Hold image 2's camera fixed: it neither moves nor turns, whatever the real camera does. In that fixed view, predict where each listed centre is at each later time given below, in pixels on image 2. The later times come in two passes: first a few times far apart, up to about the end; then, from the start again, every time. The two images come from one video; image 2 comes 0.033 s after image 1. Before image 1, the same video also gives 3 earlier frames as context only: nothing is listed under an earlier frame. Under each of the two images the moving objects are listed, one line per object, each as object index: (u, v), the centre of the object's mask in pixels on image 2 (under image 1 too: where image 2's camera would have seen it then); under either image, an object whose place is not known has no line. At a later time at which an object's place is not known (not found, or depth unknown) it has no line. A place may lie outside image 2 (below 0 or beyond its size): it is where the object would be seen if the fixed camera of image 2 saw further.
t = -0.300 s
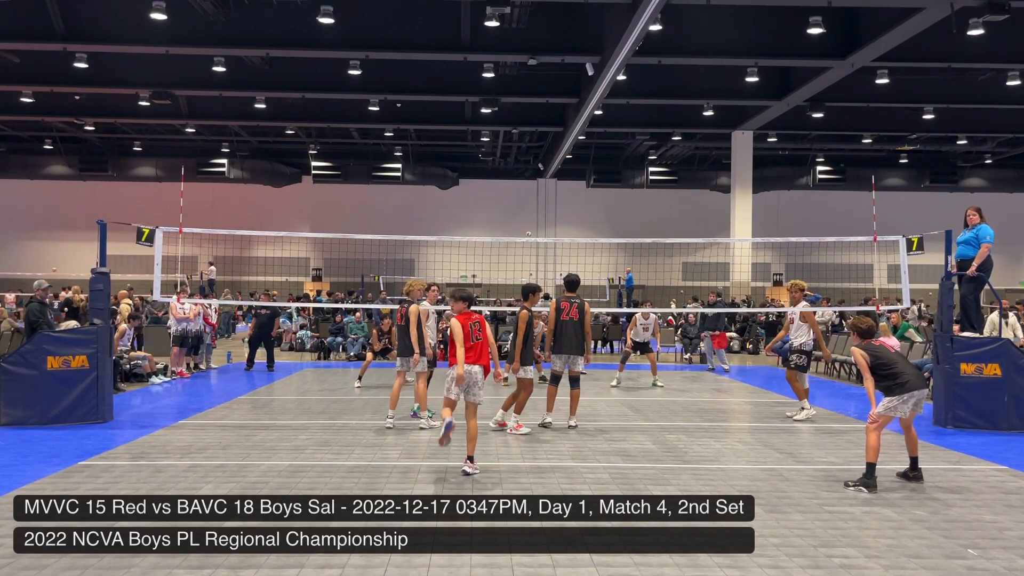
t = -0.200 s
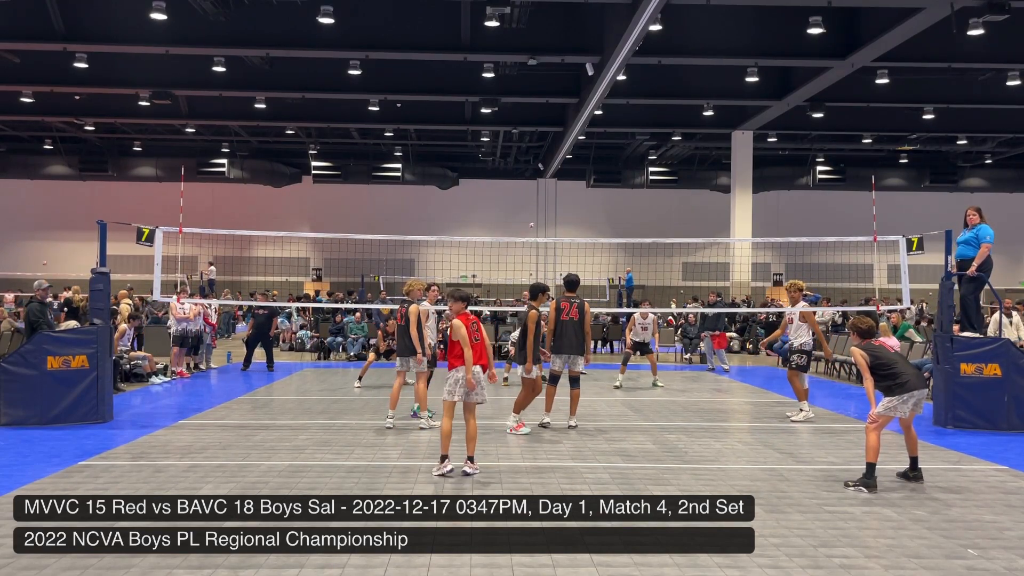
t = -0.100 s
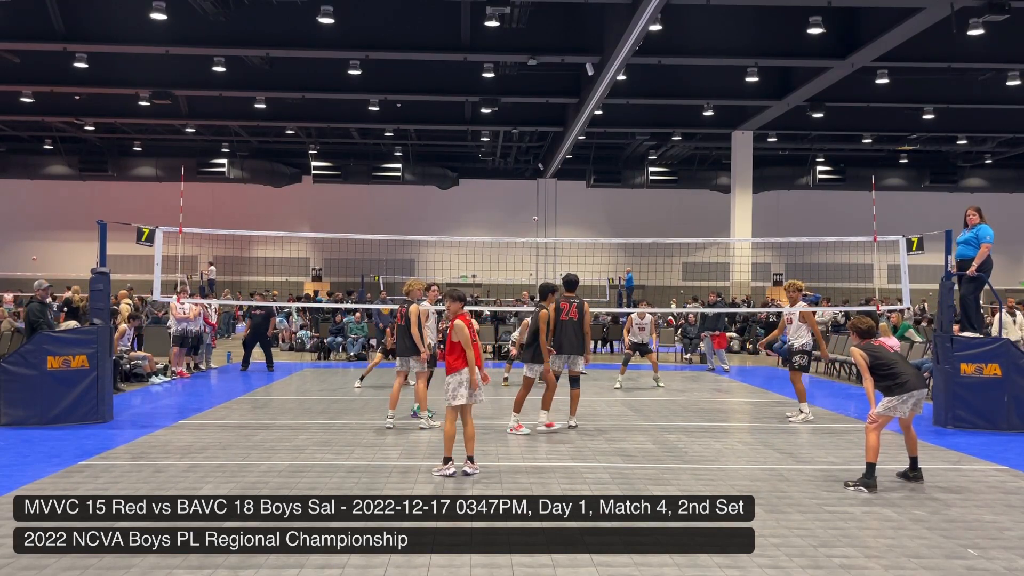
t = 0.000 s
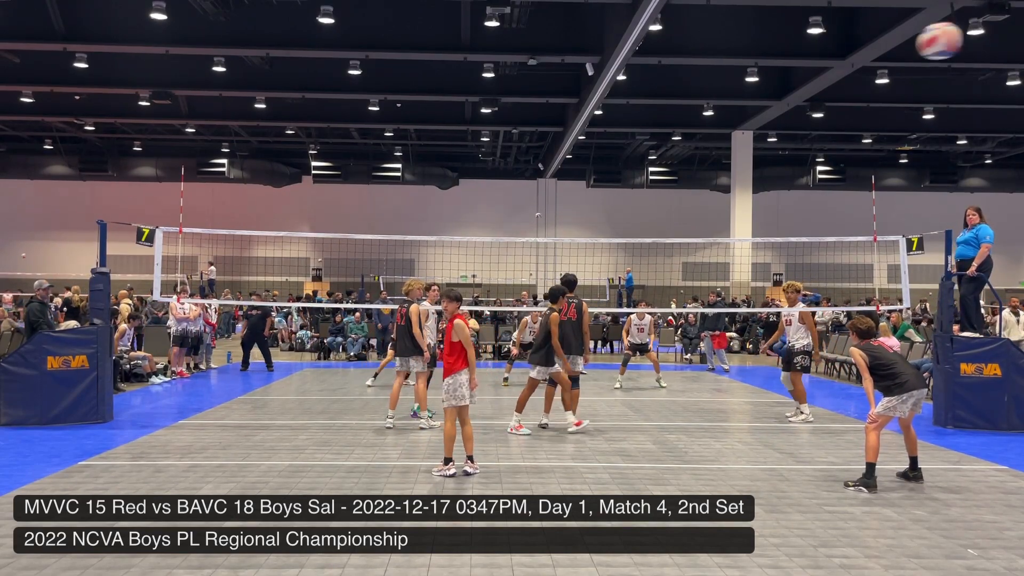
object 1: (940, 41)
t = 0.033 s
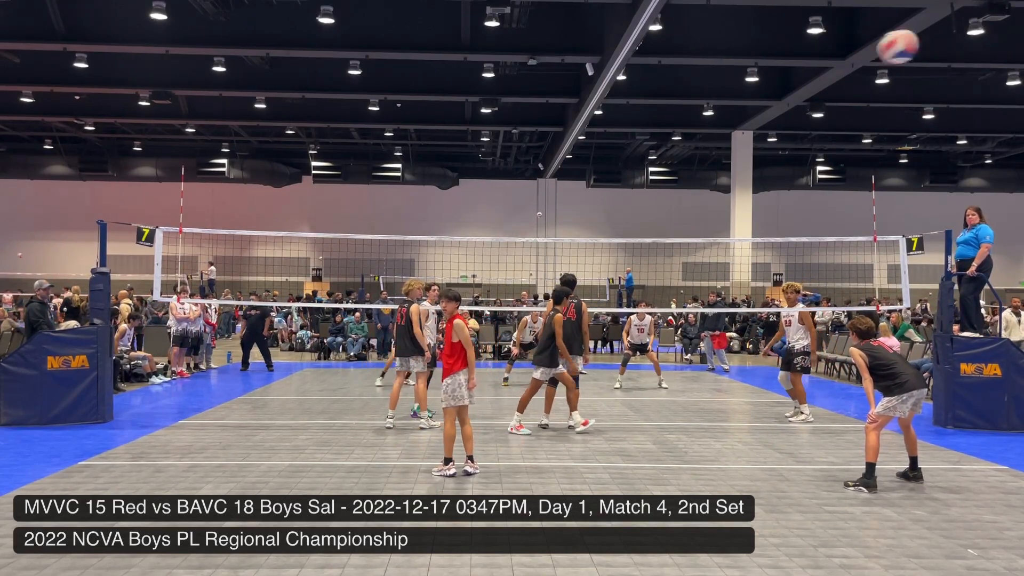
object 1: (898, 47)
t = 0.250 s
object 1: (735, 90)
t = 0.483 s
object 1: (652, 152)
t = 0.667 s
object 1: (610, 203)
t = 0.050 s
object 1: (879, 50)
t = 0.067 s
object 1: (862, 53)
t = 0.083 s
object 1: (846, 56)
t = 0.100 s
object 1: (832, 59)
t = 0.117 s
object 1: (818, 62)
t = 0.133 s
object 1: (805, 65)
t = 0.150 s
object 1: (793, 69)
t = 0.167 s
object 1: (782, 72)
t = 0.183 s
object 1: (771, 76)
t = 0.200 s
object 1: (761, 80)
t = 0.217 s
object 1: (752, 83)
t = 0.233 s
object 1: (742, 87)
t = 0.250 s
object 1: (735, 90)
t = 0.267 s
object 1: (727, 95)
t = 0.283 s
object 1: (719, 99)
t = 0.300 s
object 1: (713, 102)
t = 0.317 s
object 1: (706, 108)
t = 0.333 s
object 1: (699, 112)
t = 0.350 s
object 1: (693, 116)
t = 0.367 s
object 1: (688, 121)
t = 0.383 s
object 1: (682, 125)
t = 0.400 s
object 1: (677, 130)
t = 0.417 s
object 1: (671, 135)
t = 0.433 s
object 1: (666, 139)
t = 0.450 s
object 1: (662, 143)
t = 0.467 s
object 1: (657, 148)
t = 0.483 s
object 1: (652, 152)
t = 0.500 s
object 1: (648, 157)
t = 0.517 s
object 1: (643, 161)
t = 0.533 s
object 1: (639, 166)
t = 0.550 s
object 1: (635, 171)
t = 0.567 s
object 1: (631, 175)
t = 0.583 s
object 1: (627, 180)
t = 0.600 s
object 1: (624, 184)
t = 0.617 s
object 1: (620, 188)
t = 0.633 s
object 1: (617, 193)
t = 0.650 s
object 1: (613, 198)
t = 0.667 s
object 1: (610, 203)
